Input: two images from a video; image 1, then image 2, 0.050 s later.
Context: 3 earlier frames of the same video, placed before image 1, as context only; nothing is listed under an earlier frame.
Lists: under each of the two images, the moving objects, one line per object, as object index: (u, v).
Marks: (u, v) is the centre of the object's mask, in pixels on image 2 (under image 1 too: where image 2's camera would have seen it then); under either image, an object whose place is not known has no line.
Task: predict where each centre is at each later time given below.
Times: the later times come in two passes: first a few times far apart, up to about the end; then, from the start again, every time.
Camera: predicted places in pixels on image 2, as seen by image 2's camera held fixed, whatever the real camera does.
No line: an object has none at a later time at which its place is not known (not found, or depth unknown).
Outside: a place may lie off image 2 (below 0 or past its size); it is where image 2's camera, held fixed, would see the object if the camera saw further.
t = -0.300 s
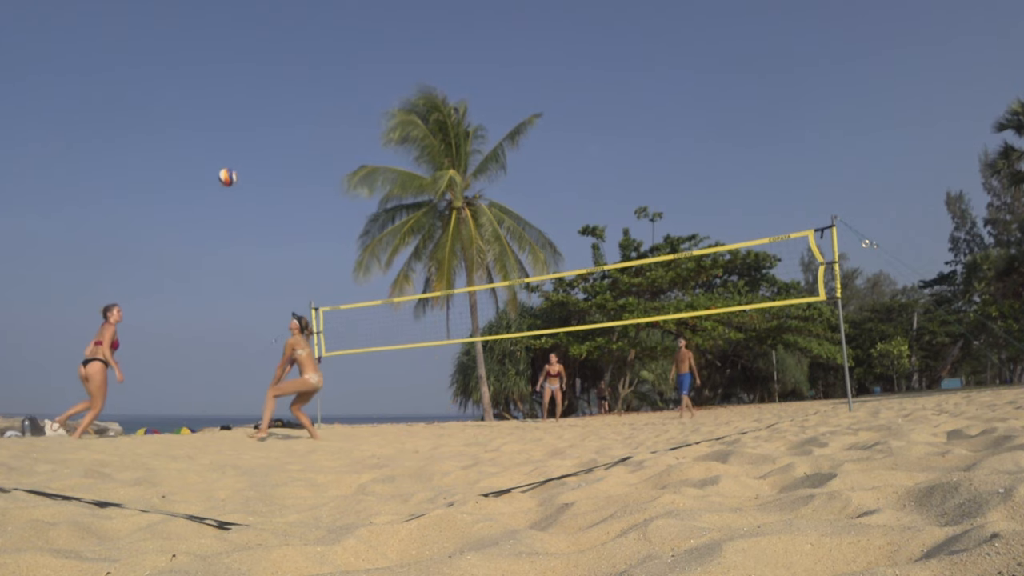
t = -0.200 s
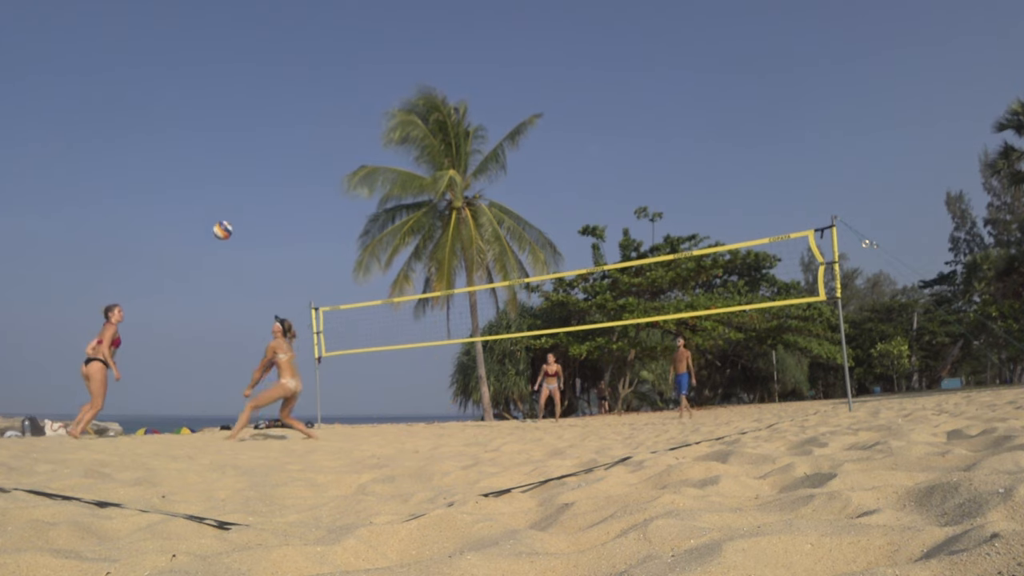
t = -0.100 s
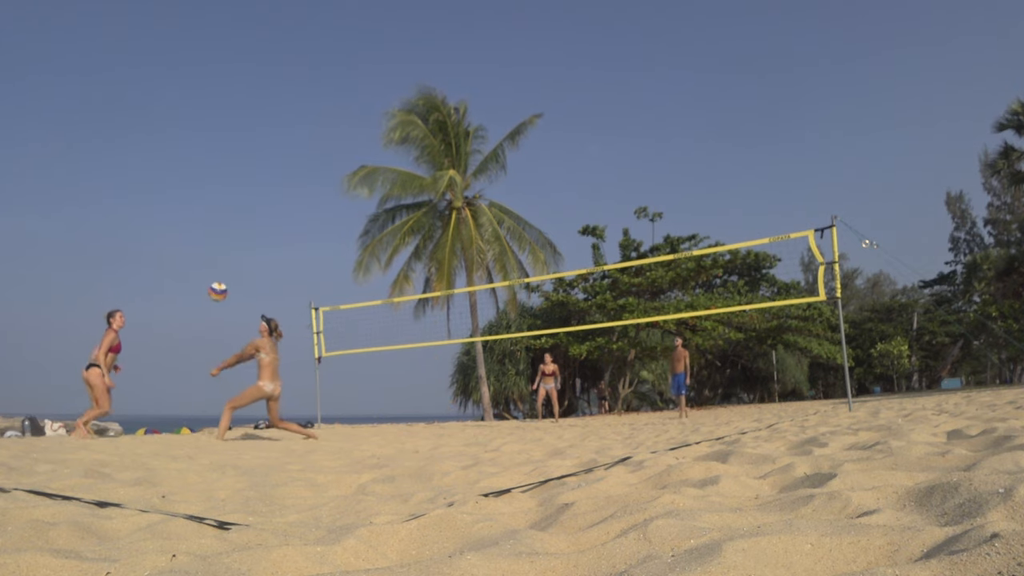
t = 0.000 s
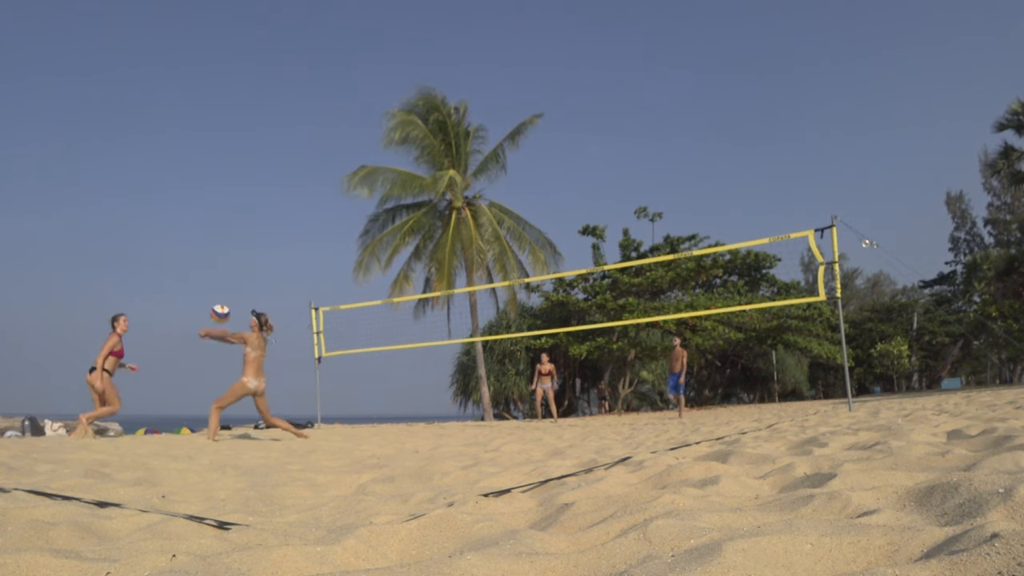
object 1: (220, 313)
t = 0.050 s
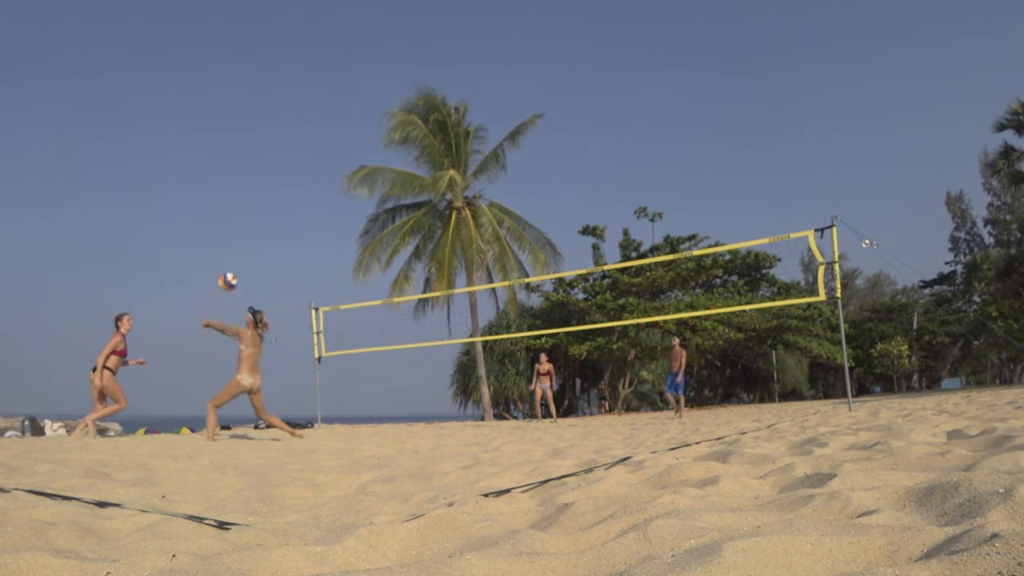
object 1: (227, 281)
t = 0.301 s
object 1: (258, 168)
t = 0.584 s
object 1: (285, 111)
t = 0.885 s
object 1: (305, 111)
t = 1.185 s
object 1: (317, 165)
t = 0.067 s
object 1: (230, 271)
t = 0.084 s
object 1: (232, 262)
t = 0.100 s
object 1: (234, 253)
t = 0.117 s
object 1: (236, 244)
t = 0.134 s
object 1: (238, 235)
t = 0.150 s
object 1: (240, 227)
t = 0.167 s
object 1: (243, 219)
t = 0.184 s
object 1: (245, 212)
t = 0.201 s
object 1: (246, 204)
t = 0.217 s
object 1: (249, 197)
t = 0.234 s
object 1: (251, 191)
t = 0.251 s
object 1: (253, 184)
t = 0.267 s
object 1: (255, 178)
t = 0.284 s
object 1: (257, 173)
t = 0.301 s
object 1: (258, 168)
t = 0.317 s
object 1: (260, 162)
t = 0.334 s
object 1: (262, 157)
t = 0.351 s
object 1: (263, 152)
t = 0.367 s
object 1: (266, 148)
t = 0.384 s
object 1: (267, 143)
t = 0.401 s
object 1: (269, 139)
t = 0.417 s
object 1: (271, 136)
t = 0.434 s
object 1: (273, 132)
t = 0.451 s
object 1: (275, 129)
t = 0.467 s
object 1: (276, 127)
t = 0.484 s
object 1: (277, 123)
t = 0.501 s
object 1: (279, 121)
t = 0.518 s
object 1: (280, 118)
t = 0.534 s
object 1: (281, 116)
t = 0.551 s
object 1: (283, 114)
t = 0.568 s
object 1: (284, 113)
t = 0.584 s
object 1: (285, 111)
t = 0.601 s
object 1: (286, 109)
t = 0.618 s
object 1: (287, 108)
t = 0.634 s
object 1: (289, 107)
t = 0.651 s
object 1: (290, 106)
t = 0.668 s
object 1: (291, 106)
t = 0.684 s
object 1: (292, 105)
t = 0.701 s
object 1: (293, 104)
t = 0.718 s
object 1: (295, 104)
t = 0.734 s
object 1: (296, 104)
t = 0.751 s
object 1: (297, 104)
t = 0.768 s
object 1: (298, 104)
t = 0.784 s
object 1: (299, 105)
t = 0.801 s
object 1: (299, 105)
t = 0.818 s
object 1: (301, 106)
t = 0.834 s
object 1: (302, 107)
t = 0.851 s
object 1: (303, 108)
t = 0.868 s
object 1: (304, 110)
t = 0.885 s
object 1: (305, 111)
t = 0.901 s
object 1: (306, 113)
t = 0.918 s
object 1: (307, 115)
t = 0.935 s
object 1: (308, 117)
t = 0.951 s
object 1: (309, 119)
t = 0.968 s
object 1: (309, 121)
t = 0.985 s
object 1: (310, 124)
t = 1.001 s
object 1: (310, 126)
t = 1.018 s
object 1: (312, 129)
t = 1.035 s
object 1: (312, 133)
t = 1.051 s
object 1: (313, 136)
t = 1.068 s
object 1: (313, 138)
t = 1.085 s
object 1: (314, 142)
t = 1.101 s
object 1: (315, 146)
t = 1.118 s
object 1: (315, 149)
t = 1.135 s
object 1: (315, 153)
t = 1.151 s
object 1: (316, 157)
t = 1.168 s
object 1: (317, 161)
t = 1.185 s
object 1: (317, 165)
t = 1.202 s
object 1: (318, 169)
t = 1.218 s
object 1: (318, 174)
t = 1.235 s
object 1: (319, 179)
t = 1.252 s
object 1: (319, 184)
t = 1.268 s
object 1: (320, 189)
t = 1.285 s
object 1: (321, 194)
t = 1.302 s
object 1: (322, 199)
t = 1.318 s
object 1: (322, 205)
